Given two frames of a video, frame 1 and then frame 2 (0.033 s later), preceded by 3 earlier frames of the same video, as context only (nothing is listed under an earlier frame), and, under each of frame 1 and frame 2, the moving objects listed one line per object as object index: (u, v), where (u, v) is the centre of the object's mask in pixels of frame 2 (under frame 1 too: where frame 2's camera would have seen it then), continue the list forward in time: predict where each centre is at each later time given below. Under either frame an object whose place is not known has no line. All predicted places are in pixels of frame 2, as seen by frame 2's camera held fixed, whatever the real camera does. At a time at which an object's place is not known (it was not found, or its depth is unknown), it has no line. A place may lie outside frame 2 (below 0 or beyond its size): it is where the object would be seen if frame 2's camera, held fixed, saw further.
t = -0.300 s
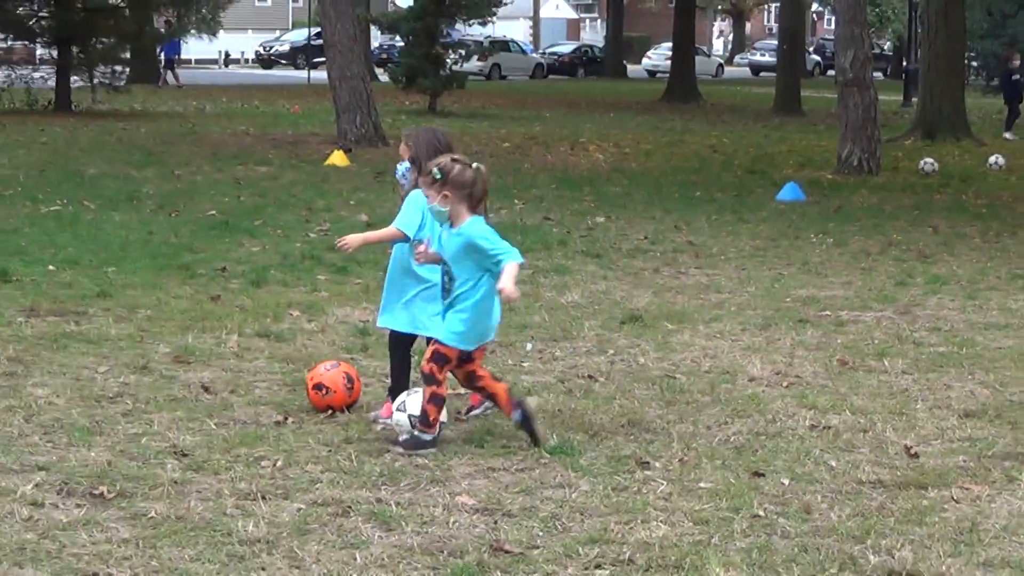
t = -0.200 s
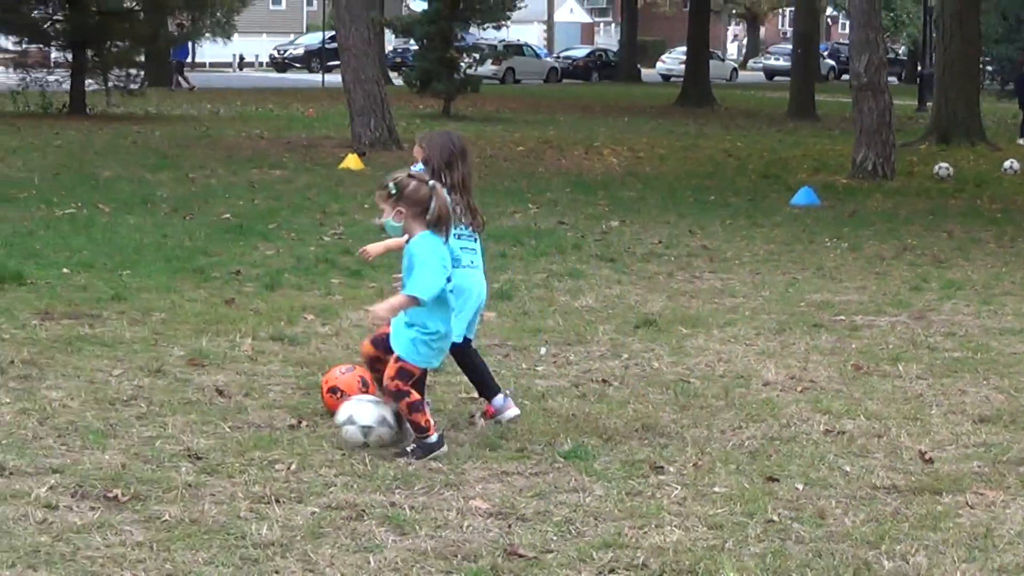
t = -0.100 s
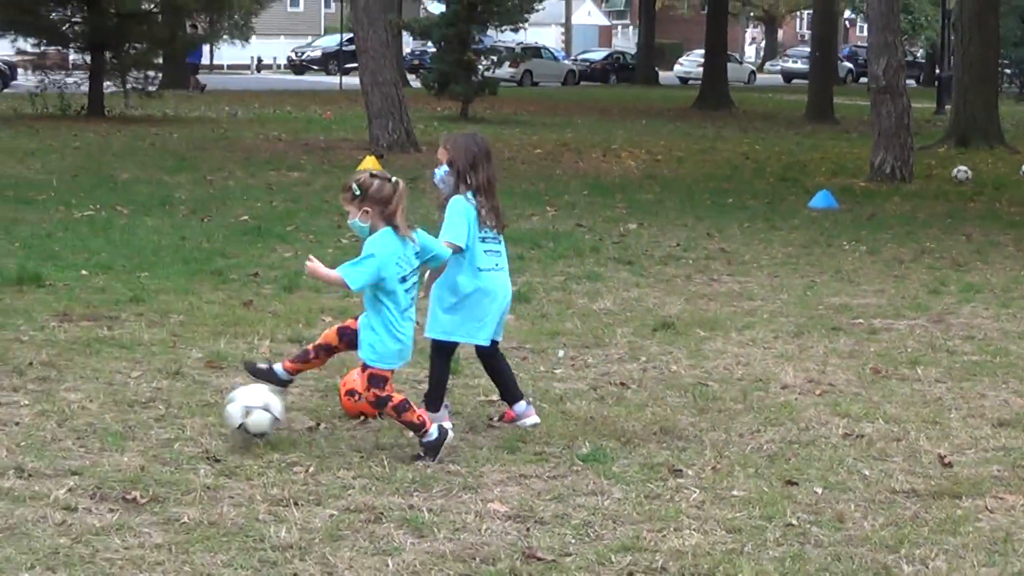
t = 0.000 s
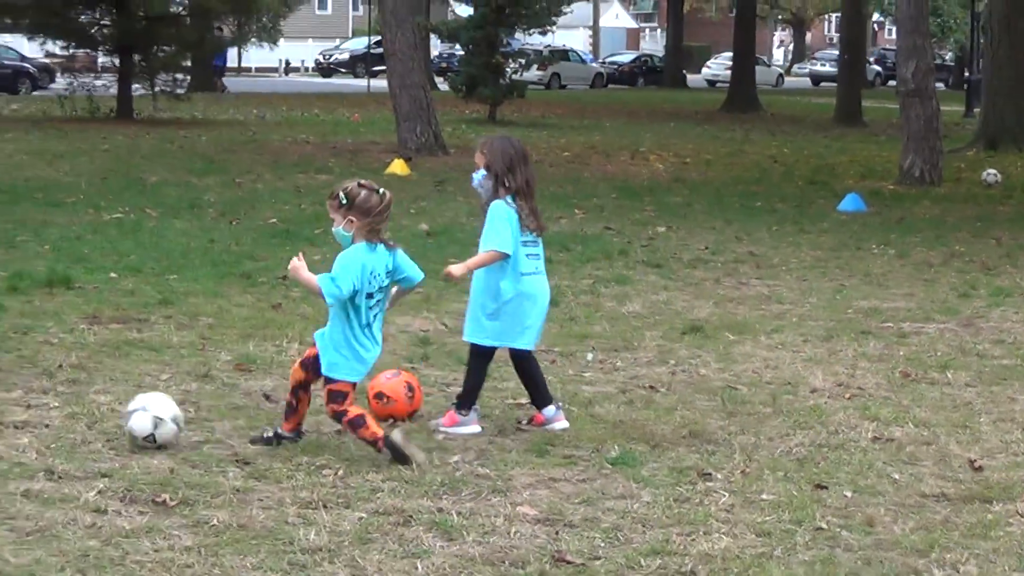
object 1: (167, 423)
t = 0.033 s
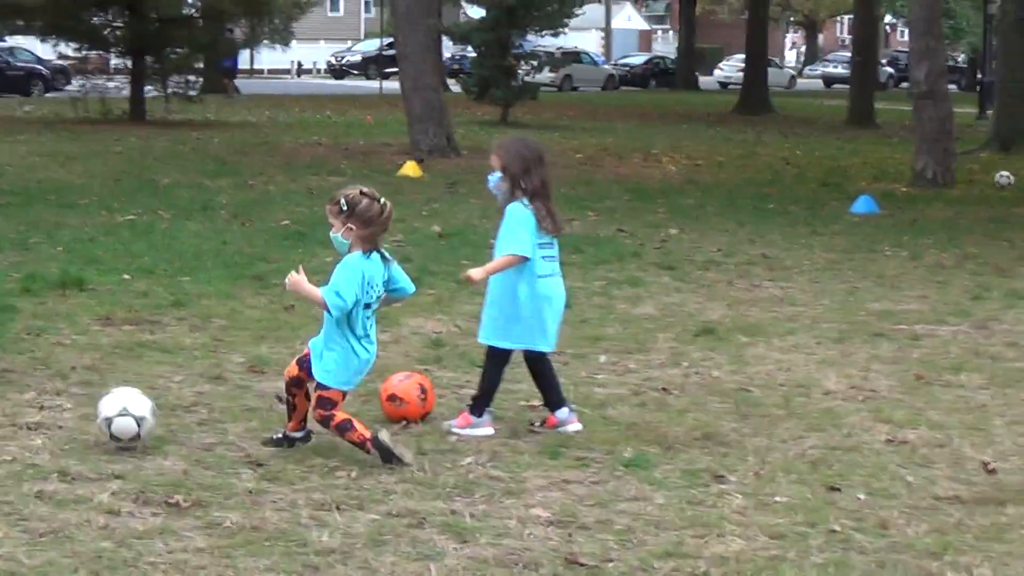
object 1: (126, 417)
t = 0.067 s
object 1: (83, 410)
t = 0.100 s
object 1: (39, 412)
